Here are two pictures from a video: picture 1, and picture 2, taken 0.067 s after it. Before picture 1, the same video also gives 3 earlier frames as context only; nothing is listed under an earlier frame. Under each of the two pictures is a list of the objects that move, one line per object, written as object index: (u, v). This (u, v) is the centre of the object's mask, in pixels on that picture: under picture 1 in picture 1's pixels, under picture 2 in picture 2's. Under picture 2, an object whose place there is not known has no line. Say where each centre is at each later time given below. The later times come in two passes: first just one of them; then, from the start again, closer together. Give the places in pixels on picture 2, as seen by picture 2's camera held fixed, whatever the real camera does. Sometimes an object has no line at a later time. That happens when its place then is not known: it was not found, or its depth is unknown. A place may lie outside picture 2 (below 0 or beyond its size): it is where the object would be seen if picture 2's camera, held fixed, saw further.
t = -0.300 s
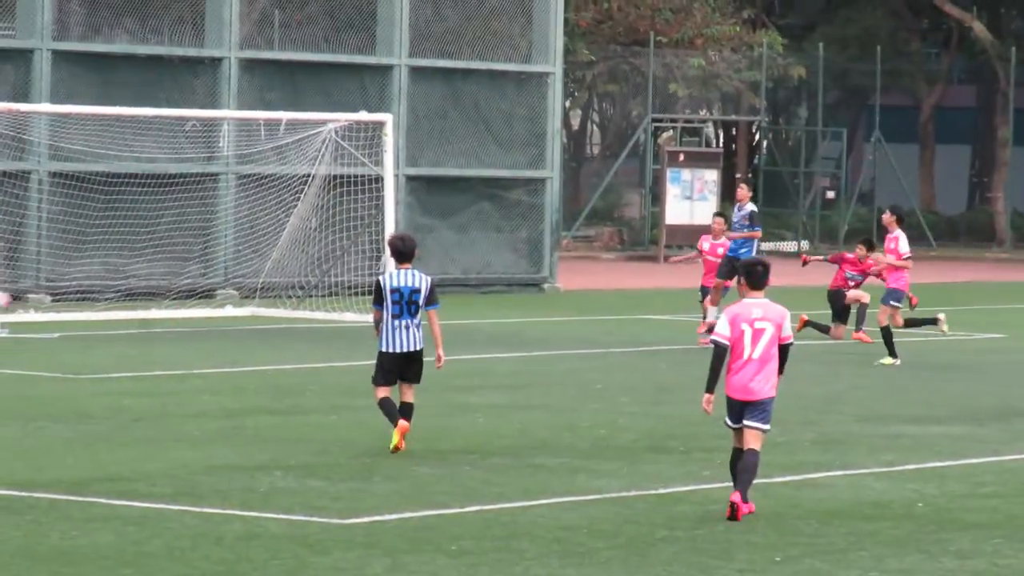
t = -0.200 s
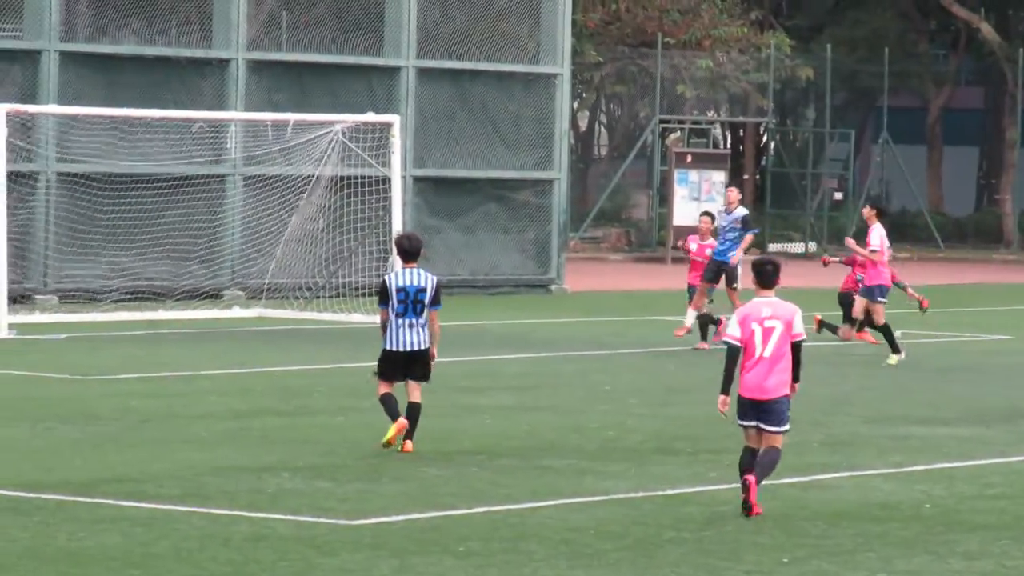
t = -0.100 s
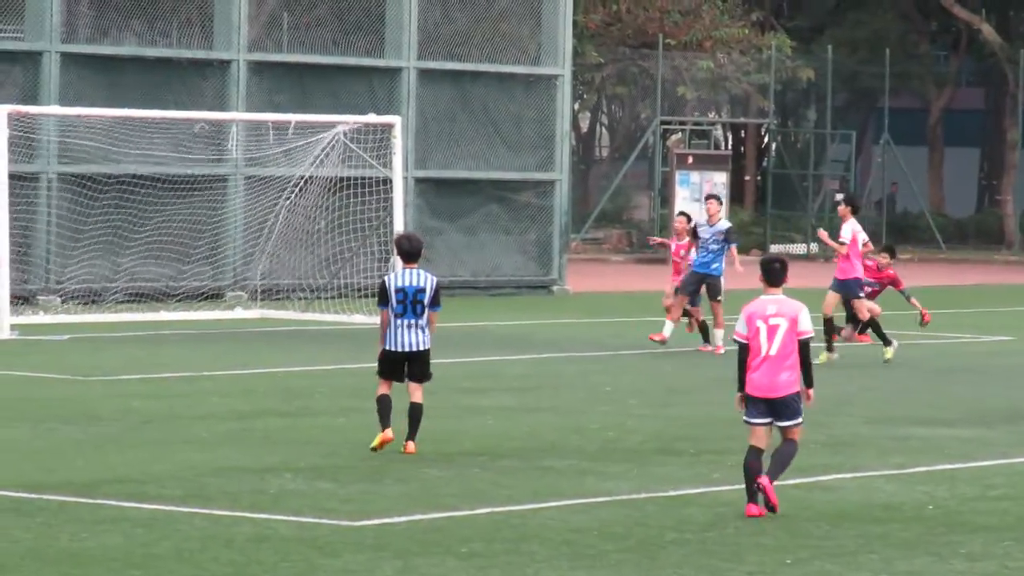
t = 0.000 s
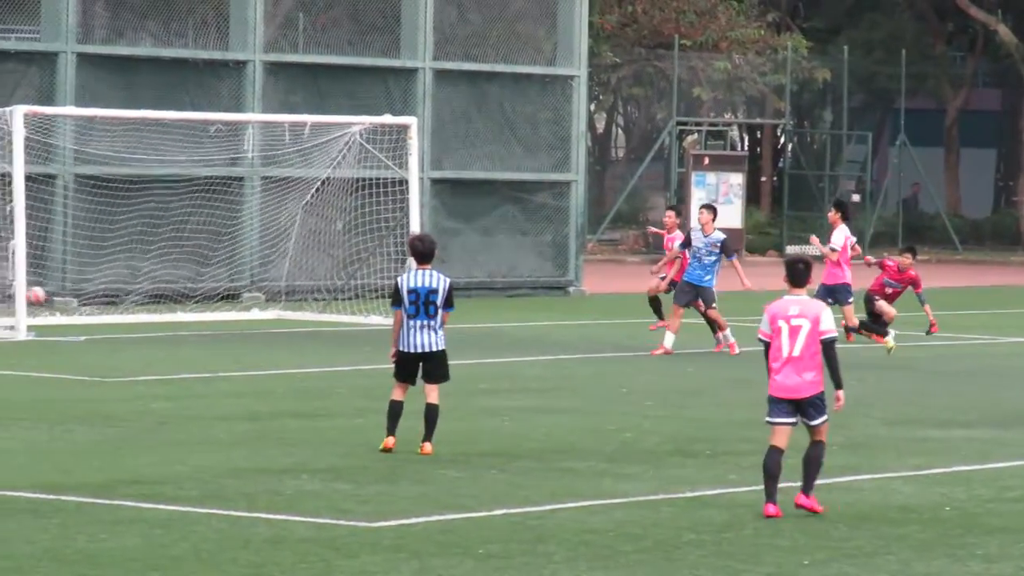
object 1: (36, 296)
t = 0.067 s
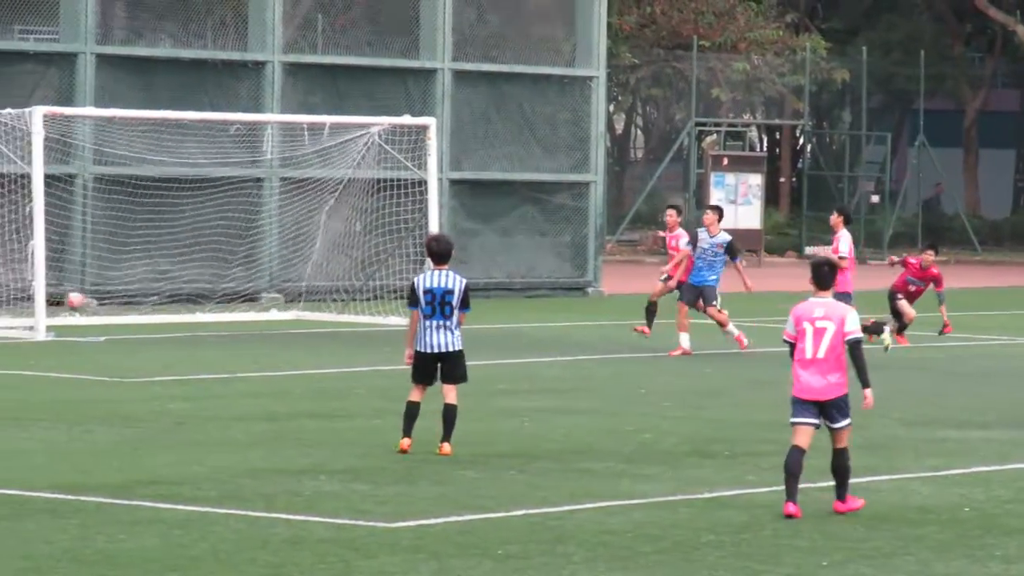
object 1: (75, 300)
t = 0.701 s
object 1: (178, 321)
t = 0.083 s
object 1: (81, 303)
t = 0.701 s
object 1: (178, 321)
